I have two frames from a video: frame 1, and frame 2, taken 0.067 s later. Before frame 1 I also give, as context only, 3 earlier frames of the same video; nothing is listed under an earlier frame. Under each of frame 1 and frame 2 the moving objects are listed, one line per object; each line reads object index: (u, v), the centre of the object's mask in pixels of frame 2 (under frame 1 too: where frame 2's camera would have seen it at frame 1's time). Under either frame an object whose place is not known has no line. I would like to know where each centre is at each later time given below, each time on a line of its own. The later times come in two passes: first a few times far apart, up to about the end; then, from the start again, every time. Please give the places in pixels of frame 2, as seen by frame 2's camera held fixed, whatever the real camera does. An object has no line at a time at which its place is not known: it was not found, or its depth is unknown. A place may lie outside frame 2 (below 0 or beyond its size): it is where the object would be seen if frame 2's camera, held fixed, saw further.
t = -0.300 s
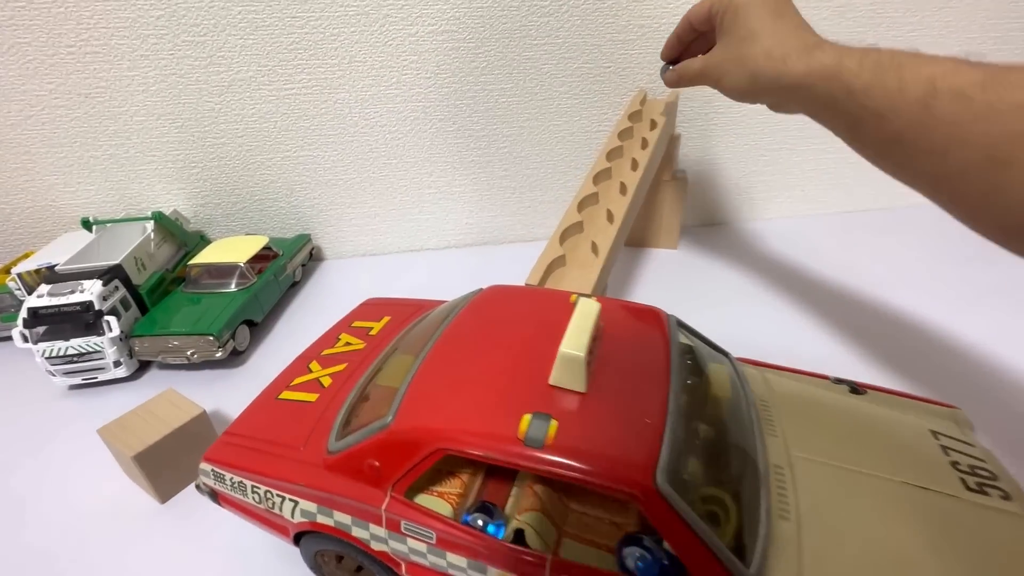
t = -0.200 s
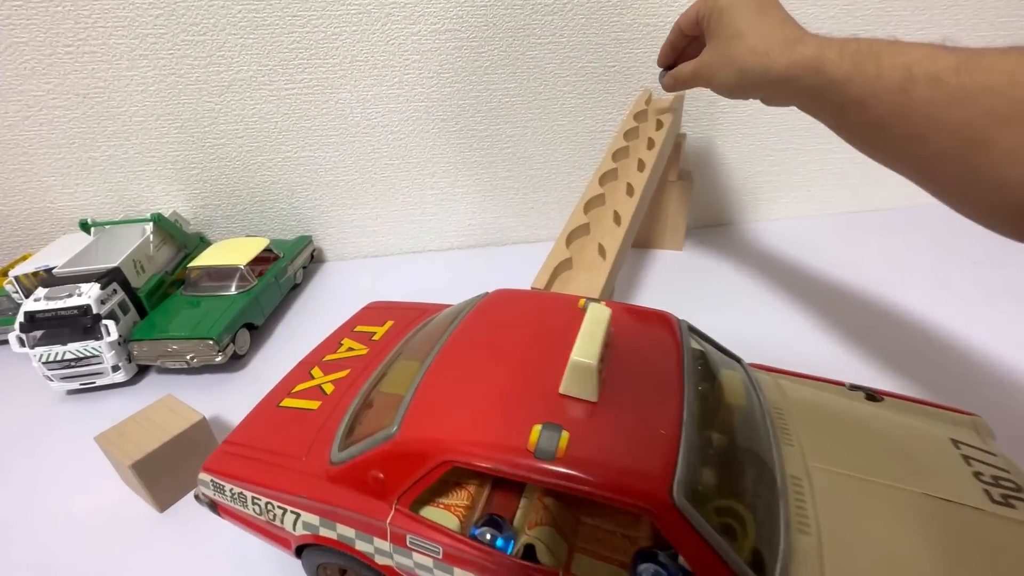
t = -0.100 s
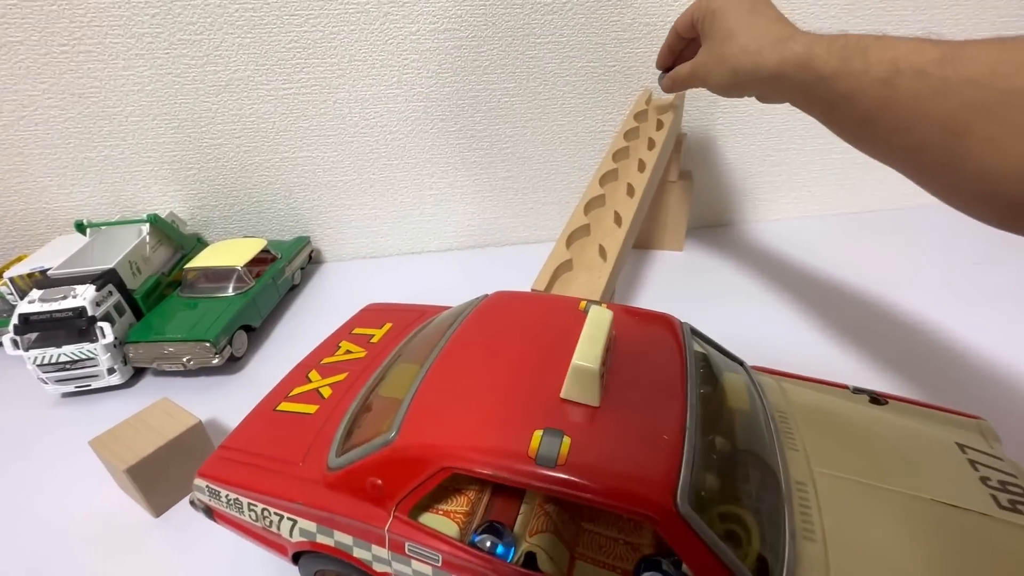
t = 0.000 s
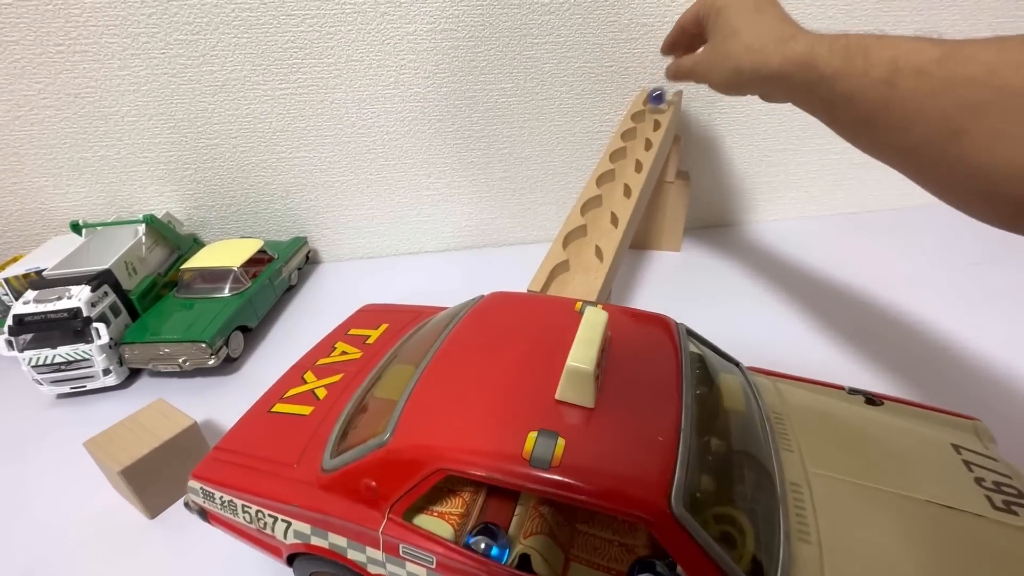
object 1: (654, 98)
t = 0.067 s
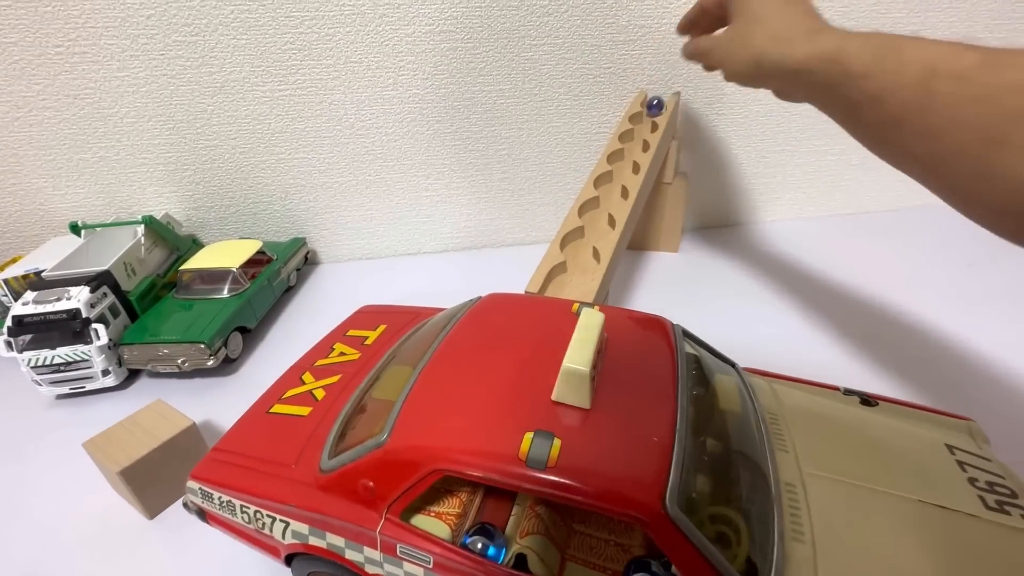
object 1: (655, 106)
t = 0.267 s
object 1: (647, 120)
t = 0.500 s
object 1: (633, 139)
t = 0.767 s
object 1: (621, 167)
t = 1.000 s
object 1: (610, 194)
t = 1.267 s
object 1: (596, 231)
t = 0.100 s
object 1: (652, 108)
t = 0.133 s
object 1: (650, 111)
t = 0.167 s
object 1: (652, 112)
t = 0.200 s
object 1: (653, 113)
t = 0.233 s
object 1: (652, 116)
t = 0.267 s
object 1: (647, 120)
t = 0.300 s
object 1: (642, 121)
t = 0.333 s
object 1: (640, 123)
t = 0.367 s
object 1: (643, 128)
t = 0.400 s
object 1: (647, 128)
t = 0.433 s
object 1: (646, 131)
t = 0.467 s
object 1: (641, 136)
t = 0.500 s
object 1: (633, 139)
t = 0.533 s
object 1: (631, 141)
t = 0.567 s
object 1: (633, 147)
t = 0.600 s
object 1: (637, 149)
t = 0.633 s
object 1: (636, 151)
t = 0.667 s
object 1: (630, 156)
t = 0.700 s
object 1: (622, 159)
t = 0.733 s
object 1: (620, 161)
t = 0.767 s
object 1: (621, 167)
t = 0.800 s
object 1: (624, 170)
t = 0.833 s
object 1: (628, 171)
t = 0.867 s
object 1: (623, 176)
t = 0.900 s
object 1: (615, 181)
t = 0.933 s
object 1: (608, 185)
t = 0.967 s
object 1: (607, 189)
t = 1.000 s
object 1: (610, 194)
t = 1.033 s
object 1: (614, 196)
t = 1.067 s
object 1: (610, 201)
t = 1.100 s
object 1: (603, 206)
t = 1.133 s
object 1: (595, 211)
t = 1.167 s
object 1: (592, 216)
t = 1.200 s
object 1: (594, 222)
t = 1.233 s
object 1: (598, 226)
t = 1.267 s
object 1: (596, 231)
